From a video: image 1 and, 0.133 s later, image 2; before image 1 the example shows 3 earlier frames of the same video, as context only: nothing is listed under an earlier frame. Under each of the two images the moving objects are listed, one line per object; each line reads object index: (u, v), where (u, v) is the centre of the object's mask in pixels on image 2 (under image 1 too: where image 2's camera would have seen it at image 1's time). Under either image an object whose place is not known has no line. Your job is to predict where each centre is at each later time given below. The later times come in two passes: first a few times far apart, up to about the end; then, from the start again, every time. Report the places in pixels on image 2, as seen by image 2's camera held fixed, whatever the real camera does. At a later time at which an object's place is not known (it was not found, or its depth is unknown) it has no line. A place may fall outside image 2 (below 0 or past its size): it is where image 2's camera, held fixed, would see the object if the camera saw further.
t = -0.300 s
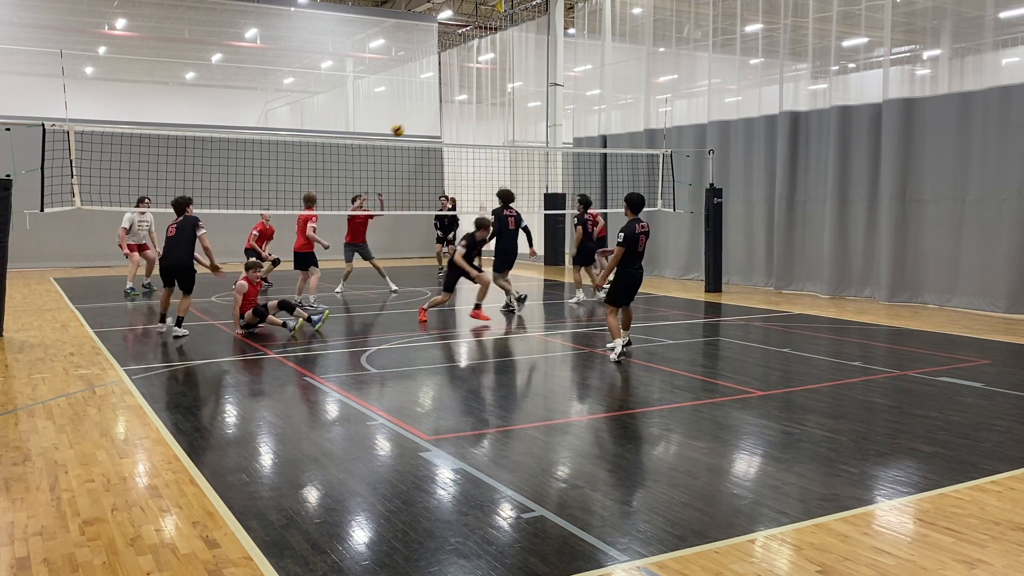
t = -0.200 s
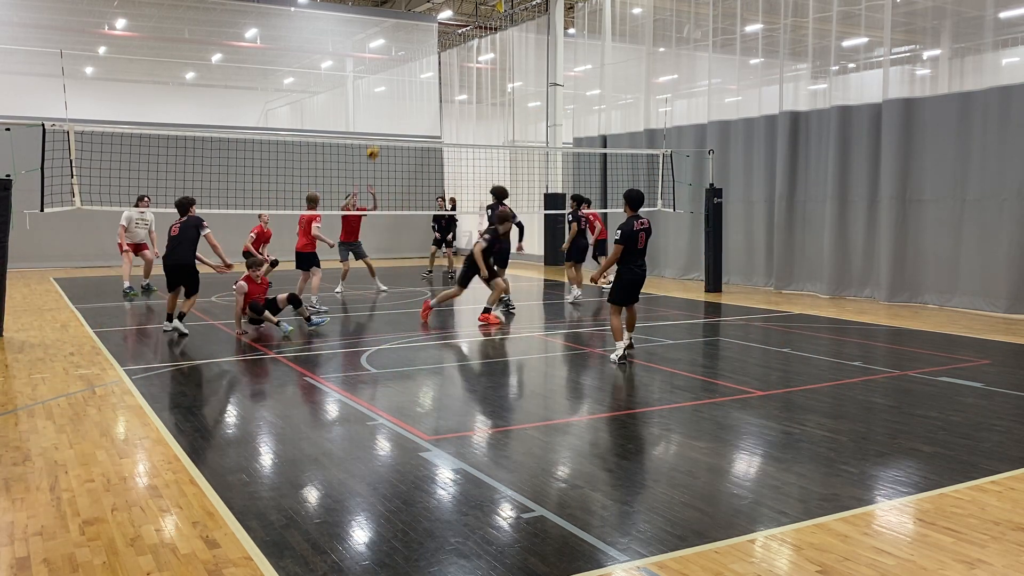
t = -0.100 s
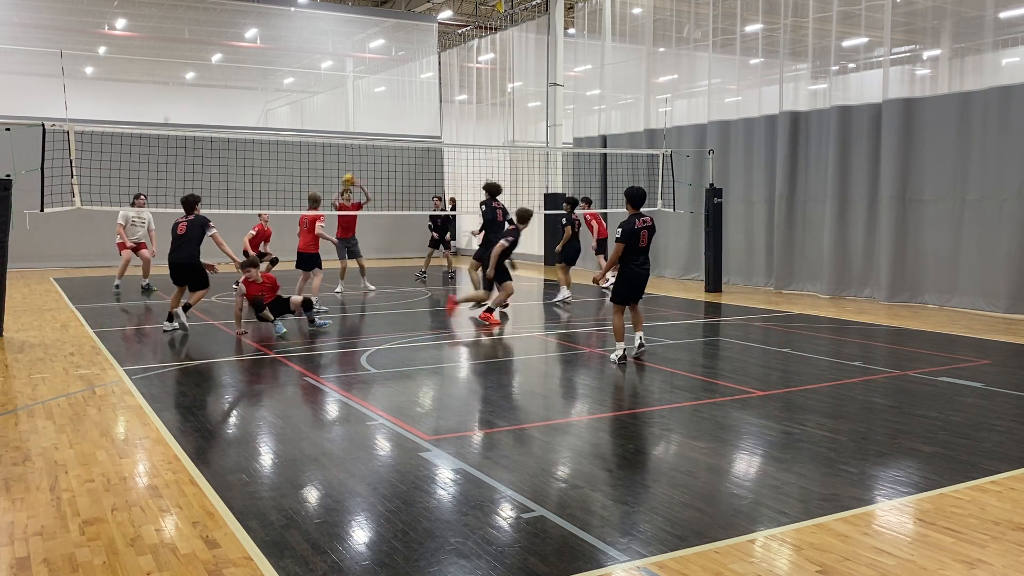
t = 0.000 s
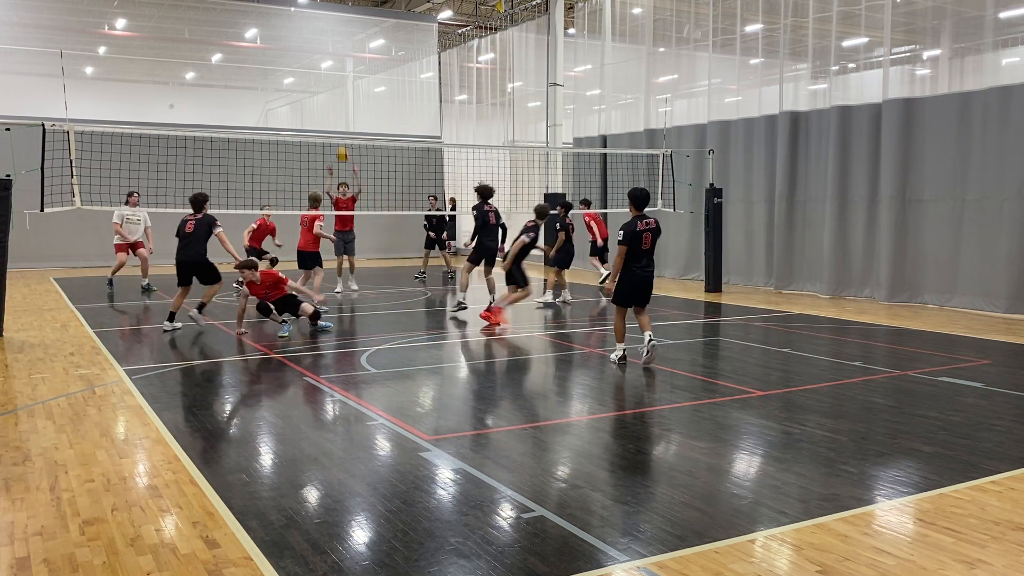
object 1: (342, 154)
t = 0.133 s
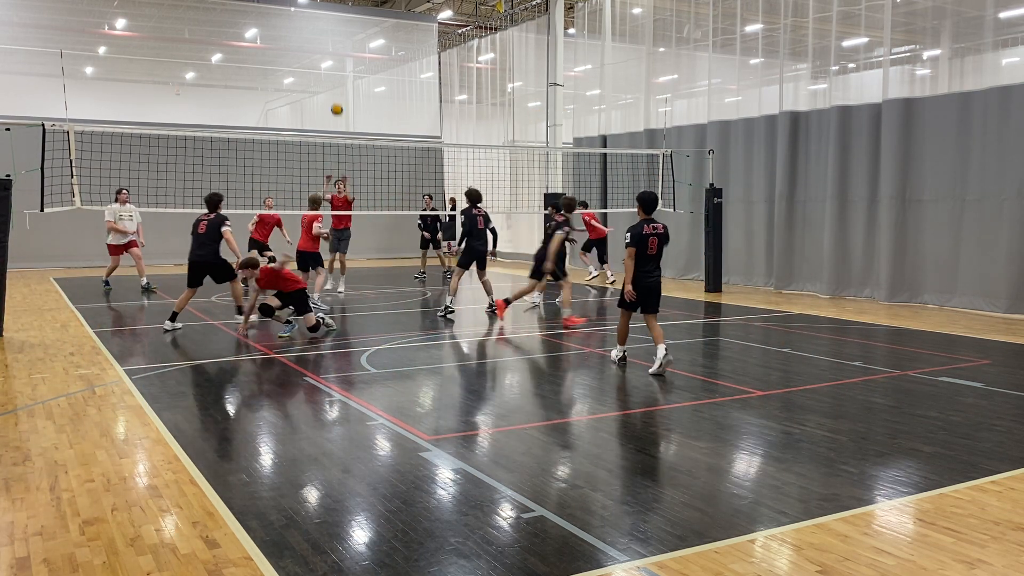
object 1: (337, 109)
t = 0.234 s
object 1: (333, 82)
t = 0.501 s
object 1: (322, 37)
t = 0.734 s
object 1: (313, 33)
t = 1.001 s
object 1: (304, 70)
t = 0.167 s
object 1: (335, 99)
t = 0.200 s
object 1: (334, 90)
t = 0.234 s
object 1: (333, 82)
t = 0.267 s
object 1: (331, 74)
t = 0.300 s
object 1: (330, 67)
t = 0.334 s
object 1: (328, 60)
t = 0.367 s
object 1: (327, 54)
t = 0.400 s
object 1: (326, 49)
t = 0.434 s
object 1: (324, 44)
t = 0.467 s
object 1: (323, 40)
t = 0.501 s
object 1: (322, 37)
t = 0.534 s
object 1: (320, 34)
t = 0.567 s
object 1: (319, 32)
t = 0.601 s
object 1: (318, 31)
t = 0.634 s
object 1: (317, 30)
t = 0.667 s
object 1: (315, 30)
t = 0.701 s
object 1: (314, 31)
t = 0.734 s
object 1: (313, 33)
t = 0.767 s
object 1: (312, 35)
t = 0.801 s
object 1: (310, 38)
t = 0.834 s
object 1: (309, 41)
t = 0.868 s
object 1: (308, 46)
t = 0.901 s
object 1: (307, 51)
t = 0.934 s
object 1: (306, 57)
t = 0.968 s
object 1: (305, 63)
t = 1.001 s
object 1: (304, 70)
